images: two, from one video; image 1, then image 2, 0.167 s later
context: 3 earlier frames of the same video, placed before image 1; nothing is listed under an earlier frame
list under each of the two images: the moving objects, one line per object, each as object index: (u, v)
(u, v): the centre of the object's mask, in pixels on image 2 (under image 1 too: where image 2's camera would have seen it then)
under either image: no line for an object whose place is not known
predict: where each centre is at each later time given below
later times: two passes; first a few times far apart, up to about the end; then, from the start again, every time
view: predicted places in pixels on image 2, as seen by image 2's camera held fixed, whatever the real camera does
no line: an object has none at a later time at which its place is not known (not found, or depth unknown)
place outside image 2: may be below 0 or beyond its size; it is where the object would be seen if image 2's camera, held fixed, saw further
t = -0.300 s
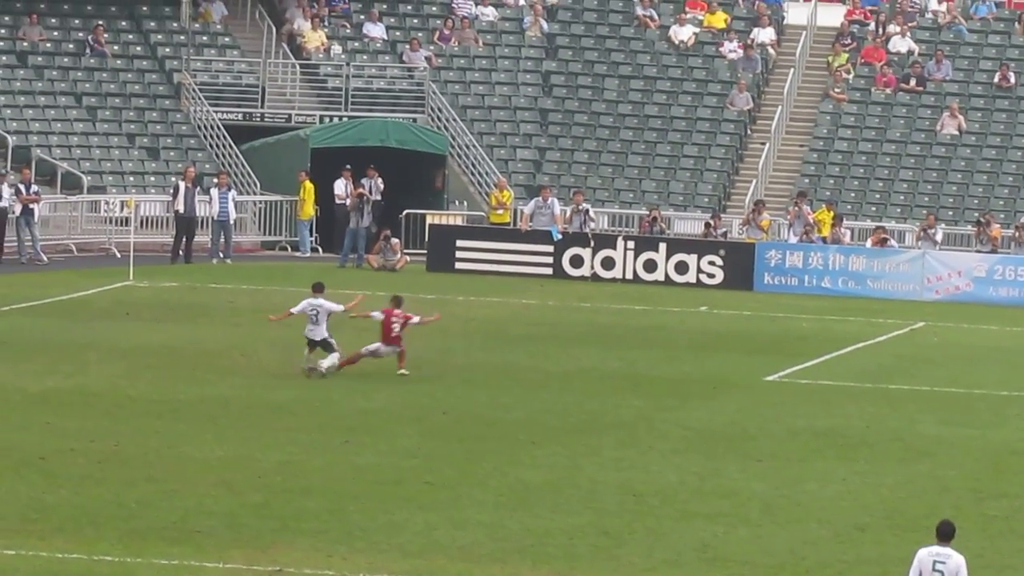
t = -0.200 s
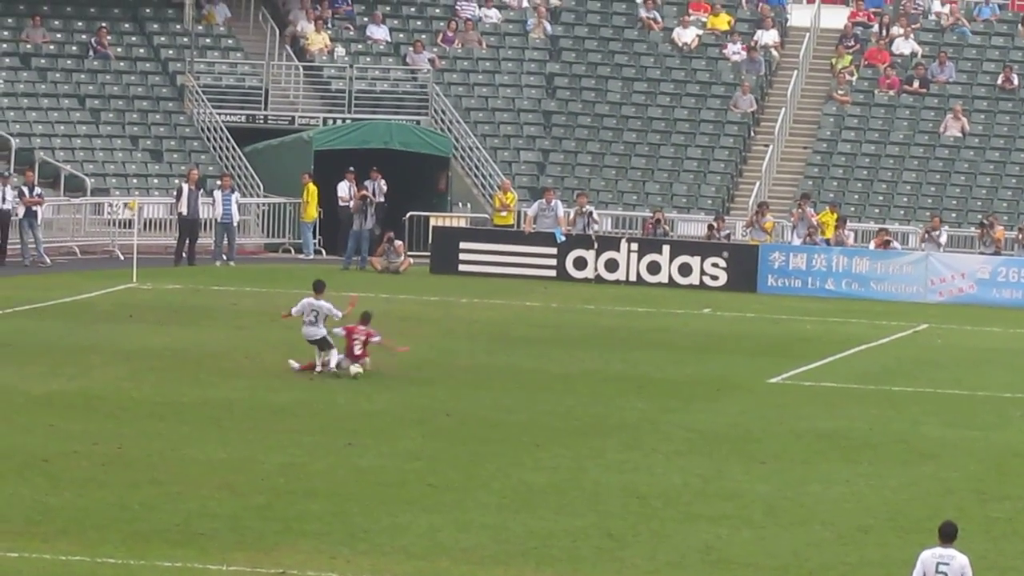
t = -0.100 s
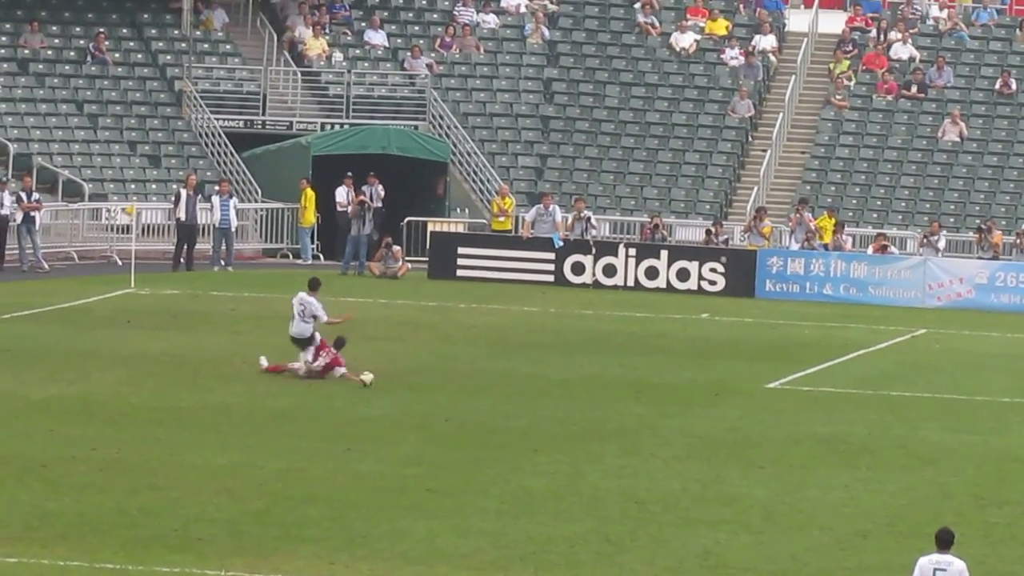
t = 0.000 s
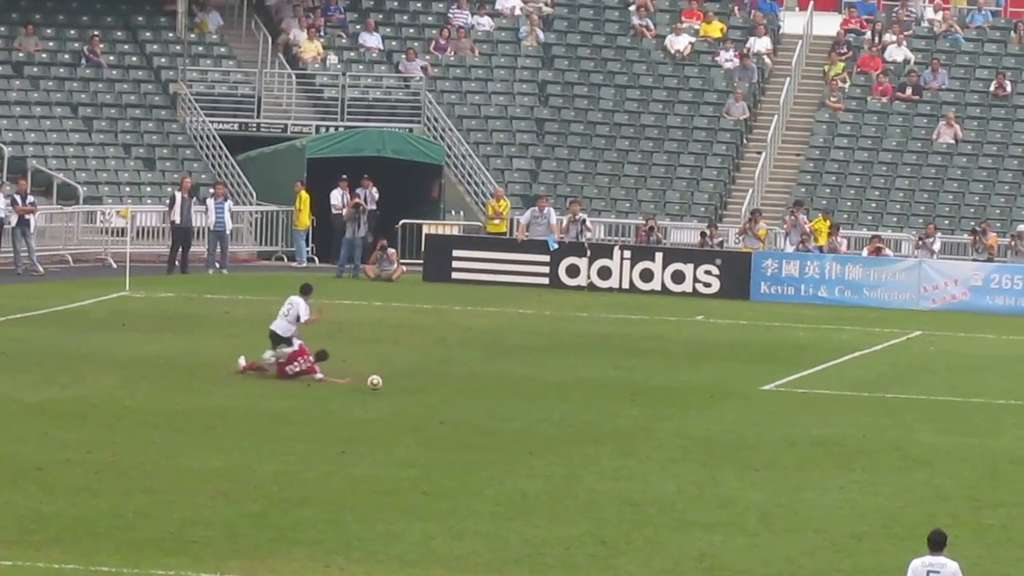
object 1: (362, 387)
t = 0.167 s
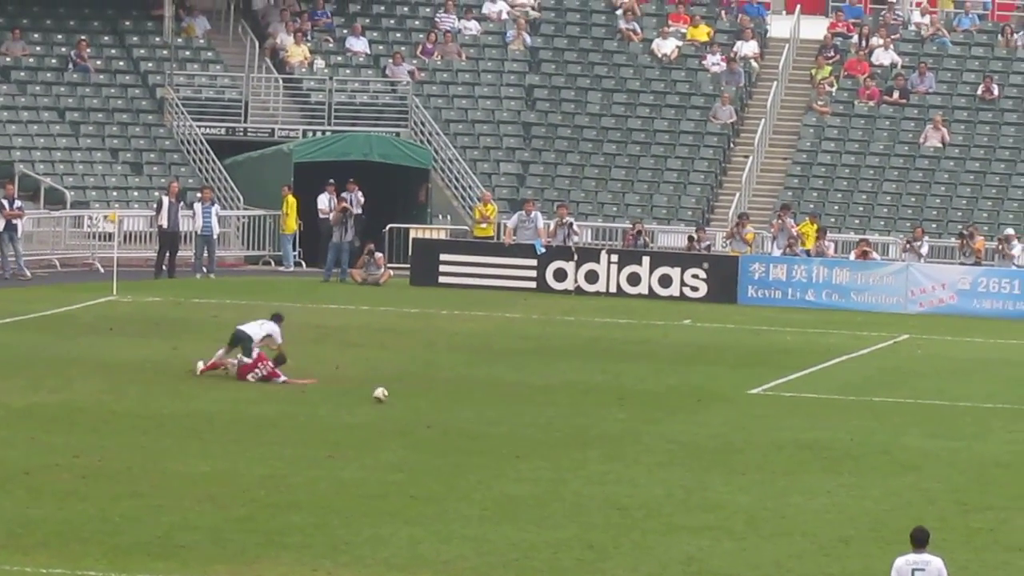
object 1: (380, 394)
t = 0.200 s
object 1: (383, 394)
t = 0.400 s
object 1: (402, 401)
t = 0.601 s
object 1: (421, 405)
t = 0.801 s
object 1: (441, 407)
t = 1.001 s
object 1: (459, 410)
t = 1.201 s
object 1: (478, 414)
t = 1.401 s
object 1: (496, 417)
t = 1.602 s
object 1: (514, 420)
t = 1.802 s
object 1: (530, 422)
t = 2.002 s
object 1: (544, 424)
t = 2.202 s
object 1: (558, 427)
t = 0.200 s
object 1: (383, 394)
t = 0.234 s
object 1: (387, 394)
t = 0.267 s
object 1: (390, 395)
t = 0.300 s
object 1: (393, 397)
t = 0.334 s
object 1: (396, 399)
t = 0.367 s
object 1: (399, 401)
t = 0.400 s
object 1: (402, 401)
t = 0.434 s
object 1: (405, 401)
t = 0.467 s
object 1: (409, 402)
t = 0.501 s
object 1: (412, 403)
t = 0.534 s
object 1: (415, 403)
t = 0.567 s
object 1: (418, 404)
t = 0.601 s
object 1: (421, 405)
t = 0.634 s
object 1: (425, 405)
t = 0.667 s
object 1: (428, 406)
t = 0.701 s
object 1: (431, 406)
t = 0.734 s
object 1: (434, 407)
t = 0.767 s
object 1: (438, 407)
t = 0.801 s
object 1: (441, 407)
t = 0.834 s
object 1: (444, 408)
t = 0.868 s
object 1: (447, 409)
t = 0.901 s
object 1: (450, 410)
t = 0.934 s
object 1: (453, 410)
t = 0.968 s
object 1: (456, 410)
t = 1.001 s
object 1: (459, 410)
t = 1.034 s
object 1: (462, 411)
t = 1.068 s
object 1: (466, 412)
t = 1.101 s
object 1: (469, 413)
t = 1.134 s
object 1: (472, 413)
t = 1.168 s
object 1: (474, 414)
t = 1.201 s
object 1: (478, 414)
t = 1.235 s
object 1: (481, 415)
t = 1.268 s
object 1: (484, 415)
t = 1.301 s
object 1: (487, 416)
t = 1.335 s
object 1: (490, 416)
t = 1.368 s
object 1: (493, 416)
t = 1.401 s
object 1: (496, 417)
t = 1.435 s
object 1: (499, 417)
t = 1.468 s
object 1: (503, 417)
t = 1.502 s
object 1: (506, 418)
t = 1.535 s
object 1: (508, 419)
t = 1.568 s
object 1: (512, 419)
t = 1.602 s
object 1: (514, 420)
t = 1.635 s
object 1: (517, 420)
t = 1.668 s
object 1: (519, 421)
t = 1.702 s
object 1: (522, 421)
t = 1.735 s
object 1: (525, 421)
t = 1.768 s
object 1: (527, 421)
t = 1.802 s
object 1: (530, 422)
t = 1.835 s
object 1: (532, 423)
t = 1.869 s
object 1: (535, 423)
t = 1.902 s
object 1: (536, 423)
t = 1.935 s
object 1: (539, 424)
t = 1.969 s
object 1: (541, 425)
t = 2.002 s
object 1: (544, 424)
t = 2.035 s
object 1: (547, 424)
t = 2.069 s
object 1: (548, 425)
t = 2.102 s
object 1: (550, 425)
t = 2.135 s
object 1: (553, 427)
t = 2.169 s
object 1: (555, 427)
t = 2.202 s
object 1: (558, 427)
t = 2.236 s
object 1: (560, 428)
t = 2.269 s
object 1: (562, 428)
